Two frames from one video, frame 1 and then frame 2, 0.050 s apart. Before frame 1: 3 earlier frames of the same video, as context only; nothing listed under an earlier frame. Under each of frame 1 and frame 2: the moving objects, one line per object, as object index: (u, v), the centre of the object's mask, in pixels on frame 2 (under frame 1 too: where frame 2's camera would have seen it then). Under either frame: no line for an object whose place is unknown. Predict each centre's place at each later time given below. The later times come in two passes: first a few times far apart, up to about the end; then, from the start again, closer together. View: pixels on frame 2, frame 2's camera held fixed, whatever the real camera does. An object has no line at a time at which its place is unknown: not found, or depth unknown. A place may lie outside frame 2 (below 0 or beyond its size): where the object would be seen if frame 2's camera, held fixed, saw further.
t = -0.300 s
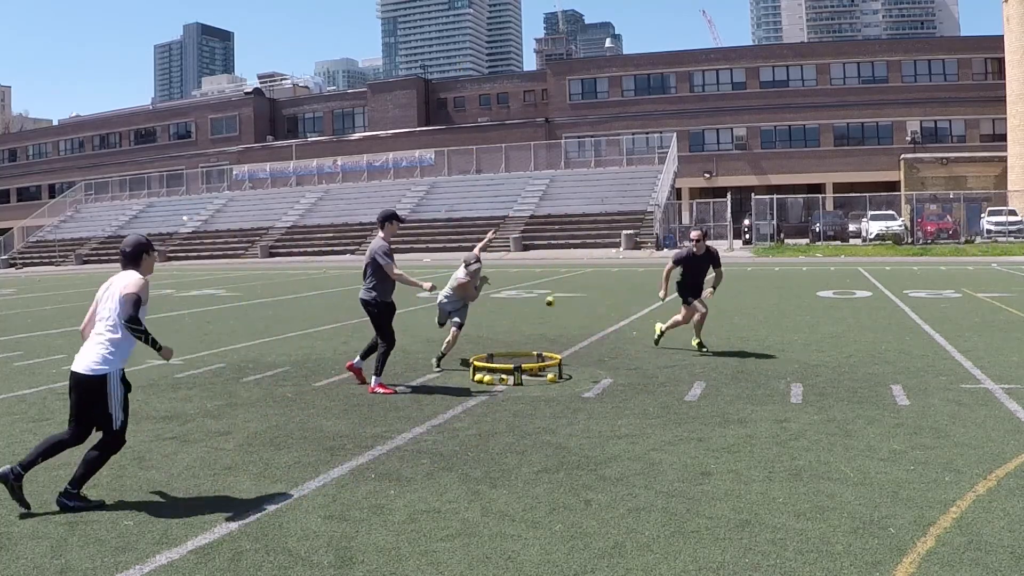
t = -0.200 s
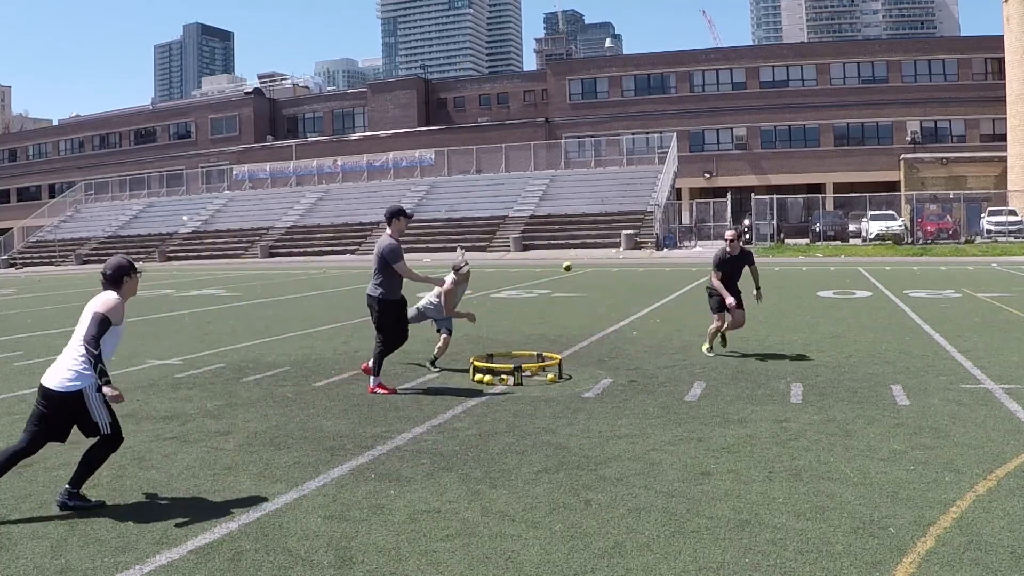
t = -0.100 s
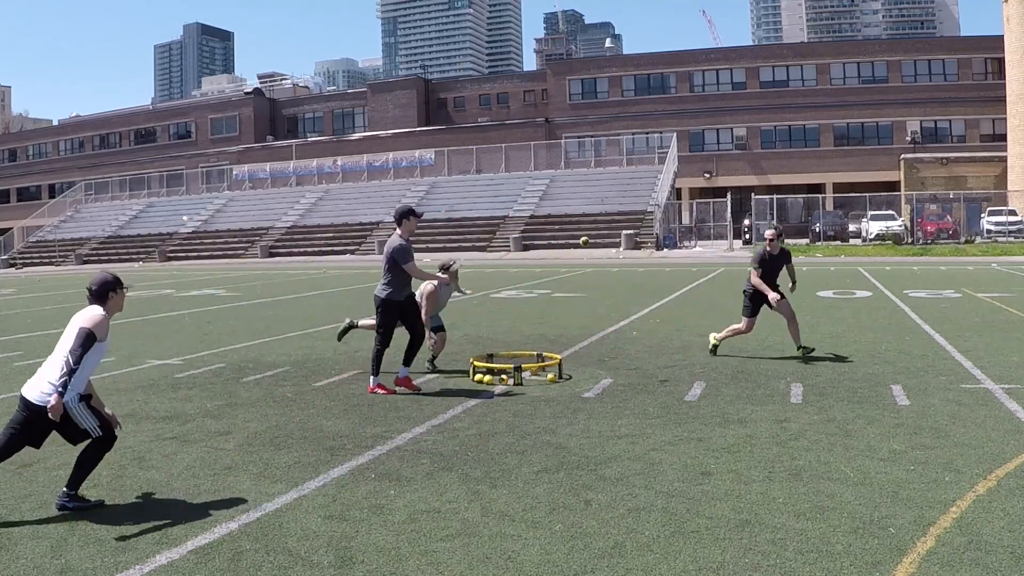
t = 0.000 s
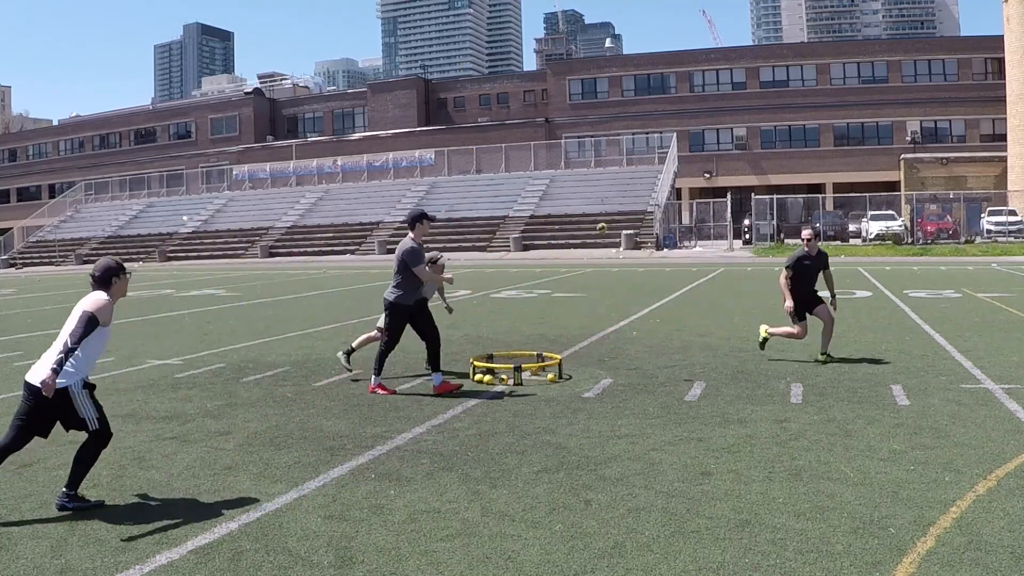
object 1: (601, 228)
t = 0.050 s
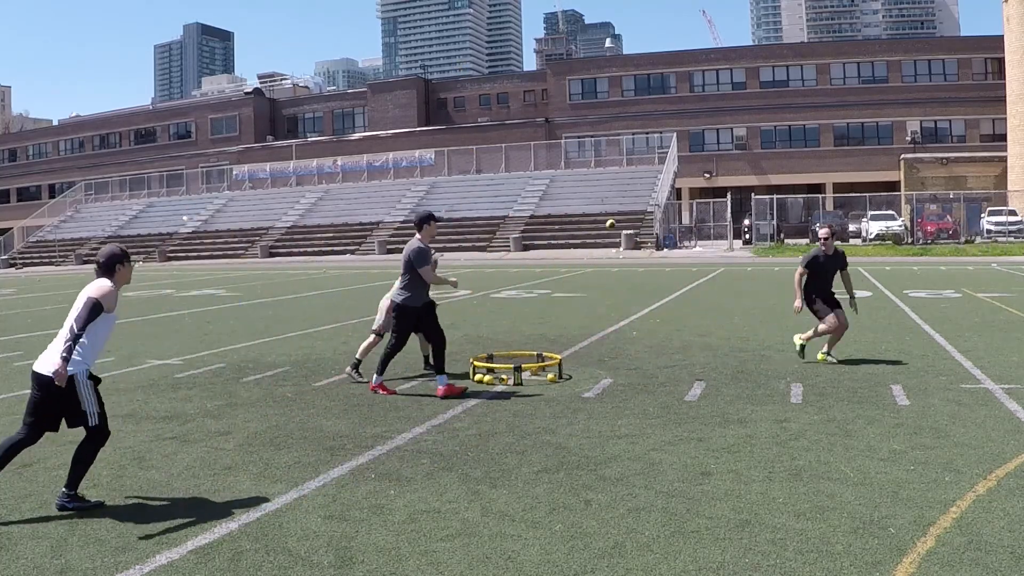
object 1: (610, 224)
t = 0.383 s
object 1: (669, 267)
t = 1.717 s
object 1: (872, 363)
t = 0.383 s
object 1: (669, 267)
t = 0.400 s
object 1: (671, 272)
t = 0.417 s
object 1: (675, 277)
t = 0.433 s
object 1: (677, 283)
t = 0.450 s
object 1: (680, 289)
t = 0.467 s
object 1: (684, 295)
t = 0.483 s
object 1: (685, 301)
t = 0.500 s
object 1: (688, 307)
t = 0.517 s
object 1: (691, 314)
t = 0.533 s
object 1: (693, 321)
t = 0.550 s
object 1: (696, 328)
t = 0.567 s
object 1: (699, 336)
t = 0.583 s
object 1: (702, 344)
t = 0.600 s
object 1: (704, 352)
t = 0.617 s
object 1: (706, 360)
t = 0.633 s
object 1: (709, 368)
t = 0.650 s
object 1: (712, 371)
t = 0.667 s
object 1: (715, 365)
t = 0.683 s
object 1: (717, 361)
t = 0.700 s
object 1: (720, 356)
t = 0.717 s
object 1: (724, 352)
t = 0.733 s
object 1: (726, 348)
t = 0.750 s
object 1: (729, 344)
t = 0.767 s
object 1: (731, 340)
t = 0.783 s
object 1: (734, 337)
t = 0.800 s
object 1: (737, 334)
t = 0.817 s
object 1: (740, 330)
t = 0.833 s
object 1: (742, 328)
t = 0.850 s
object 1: (746, 327)
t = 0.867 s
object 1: (748, 325)
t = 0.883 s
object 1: (751, 323)
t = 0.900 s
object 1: (754, 321)
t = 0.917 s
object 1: (756, 320)
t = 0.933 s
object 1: (759, 320)
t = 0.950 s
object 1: (762, 319)
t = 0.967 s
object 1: (765, 318)
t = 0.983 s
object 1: (768, 318)
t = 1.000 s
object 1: (769, 319)
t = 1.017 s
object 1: (772, 320)
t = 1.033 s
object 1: (776, 320)
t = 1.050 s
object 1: (779, 321)
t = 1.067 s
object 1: (781, 323)
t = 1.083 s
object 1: (784, 324)
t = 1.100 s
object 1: (786, 326)
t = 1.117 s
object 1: (789, 328)
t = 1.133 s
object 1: (791, 330)
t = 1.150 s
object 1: (795, 333)
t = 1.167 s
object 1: (797, 336)
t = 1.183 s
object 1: (799, 339)
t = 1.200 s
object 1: (802, 343)
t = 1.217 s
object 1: (806, 346)
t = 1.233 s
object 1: (808, 351)
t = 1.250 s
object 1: (810, 355)
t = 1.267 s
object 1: (812, 360)
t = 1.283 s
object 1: (815, 364)
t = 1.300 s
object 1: (818, 369)
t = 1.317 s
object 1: (821, 368)
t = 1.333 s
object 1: (822, 364)
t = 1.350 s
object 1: (824, 361)
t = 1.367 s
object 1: (826, 358)
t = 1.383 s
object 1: (829, 355)
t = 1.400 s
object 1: (832, 353)
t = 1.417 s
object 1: (833, 352)
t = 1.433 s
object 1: (835, 350)
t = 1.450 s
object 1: (837, 348)
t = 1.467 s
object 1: (840, 347)
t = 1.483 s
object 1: (842, 346)
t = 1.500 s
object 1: (844, 346)
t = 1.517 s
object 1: (846, 346)
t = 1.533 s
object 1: (849, 346)
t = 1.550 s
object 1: (851, 346)
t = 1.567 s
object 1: (853, 347)
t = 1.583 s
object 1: (856, 347)
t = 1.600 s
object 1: (857, 349)
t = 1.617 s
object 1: (859, 350)
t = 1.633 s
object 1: (861, 351)
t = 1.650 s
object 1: (863, 353)
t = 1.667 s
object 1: (866, 355)
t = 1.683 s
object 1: (867, 358)
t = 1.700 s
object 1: (870, 361)
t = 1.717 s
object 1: (872, 363)
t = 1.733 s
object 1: (874, 366)
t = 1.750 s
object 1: (876, 364)
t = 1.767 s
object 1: (878, 362)
